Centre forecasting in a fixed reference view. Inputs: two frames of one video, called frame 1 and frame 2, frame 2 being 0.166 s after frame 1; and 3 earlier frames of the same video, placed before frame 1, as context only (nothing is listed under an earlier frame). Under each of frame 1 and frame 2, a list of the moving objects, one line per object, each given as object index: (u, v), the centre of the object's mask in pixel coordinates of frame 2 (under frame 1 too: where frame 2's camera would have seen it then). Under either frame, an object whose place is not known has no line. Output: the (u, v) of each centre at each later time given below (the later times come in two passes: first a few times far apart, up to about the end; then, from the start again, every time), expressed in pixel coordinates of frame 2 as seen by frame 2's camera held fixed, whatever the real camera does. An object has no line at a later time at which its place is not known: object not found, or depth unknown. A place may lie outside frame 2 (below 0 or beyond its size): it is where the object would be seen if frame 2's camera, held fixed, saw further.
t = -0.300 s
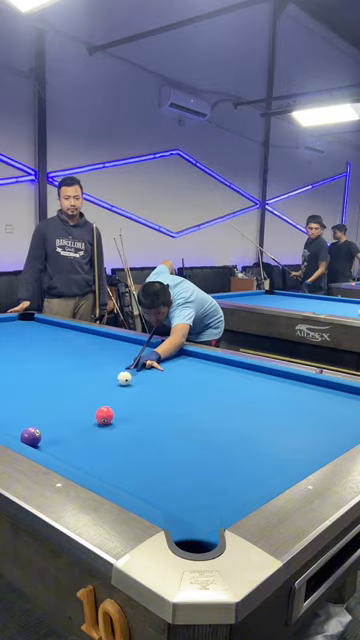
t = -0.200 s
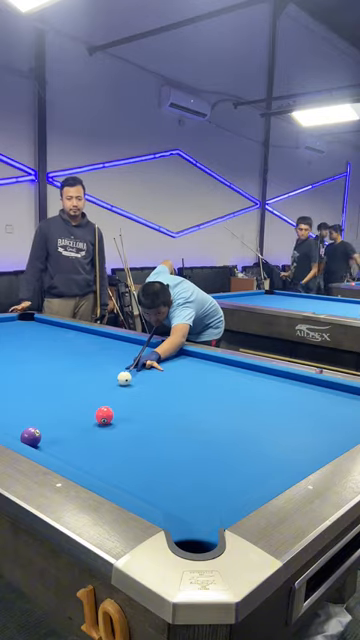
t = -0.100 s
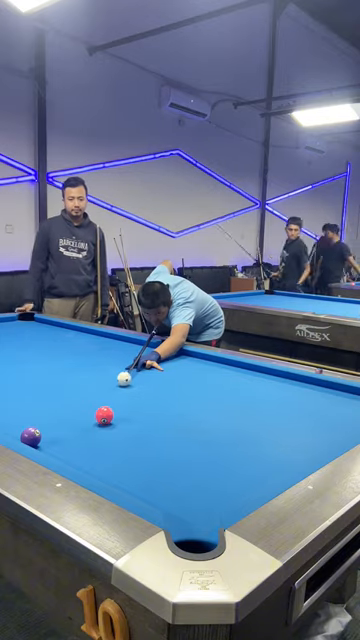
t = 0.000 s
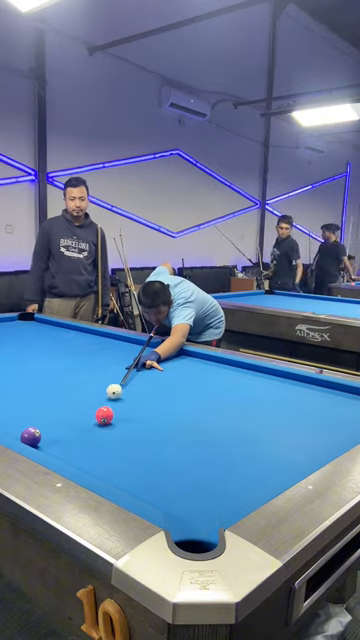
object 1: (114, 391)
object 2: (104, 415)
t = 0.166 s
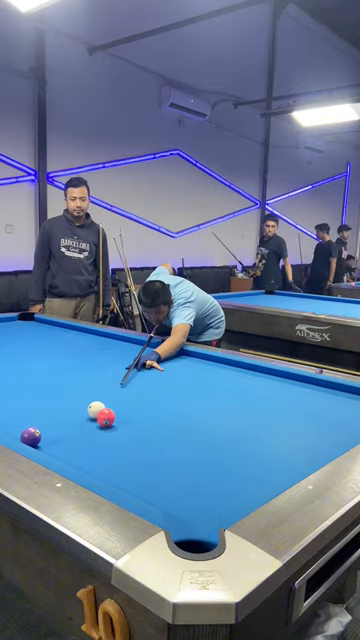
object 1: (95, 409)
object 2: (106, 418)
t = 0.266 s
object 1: (81, 412)
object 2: (112, 427)
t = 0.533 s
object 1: (41, 418)
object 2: (130, 451)
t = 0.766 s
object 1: (7, 424)
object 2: (148, 476)
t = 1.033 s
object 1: (6, 419)
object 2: (173, 511)
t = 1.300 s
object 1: (14, 412)
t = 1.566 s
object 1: (23, 405)
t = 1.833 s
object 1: (31, 400)
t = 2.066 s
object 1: (37, 396)
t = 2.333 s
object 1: (42, 391)
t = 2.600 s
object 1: (47, 388)
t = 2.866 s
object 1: (51, 385)
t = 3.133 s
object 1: (54, 383)
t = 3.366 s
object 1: (55, 382)
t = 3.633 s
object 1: (57, 380)
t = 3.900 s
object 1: (59, 380)
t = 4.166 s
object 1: (59, 379)
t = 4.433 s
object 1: (59, 379)
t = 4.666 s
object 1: (59, 379)
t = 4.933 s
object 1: (59, 379)
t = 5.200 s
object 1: (59, 379)
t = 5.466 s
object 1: (59, 380)
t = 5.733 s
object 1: (59, 380)
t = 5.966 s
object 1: (59, 380)
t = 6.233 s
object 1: (59, 379)
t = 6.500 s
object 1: (59, 379)
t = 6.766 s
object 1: (59, 379)
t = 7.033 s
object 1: (59, 379)
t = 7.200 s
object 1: (59, 379)
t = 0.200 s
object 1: (91, 411)
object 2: (108, 421)
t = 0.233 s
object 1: (86, 411)
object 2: (110, 424)
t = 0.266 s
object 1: (81, 412)
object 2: (112, 427)
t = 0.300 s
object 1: (76, 413)
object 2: (114, 430)
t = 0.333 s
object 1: (71, 414)
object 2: (117, 433)
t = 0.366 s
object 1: (66, 415)
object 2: (118, 435)
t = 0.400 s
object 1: (61, 415)
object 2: (121, 438)
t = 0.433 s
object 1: (56, 416)
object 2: (123, 441)
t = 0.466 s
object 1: (51, 417)
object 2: (125, 444)
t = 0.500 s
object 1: (46, 418)
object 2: (127, 447)
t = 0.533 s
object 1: (41, 418)
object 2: (130, 451)
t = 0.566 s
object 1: (36, 419)
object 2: (132, 454)
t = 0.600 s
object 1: (31, 419)
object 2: (135, 457)
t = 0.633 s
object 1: (25, 420)
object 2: (137, 461)
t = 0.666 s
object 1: (20, 421)
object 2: (140, 465)
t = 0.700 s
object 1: (15, 423)
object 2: (142, 468)
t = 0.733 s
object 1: (10, 424)
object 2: (145, 472)
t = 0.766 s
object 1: (7, 424)
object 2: (148, 476)
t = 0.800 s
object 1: (4, 424)
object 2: (150, 480)
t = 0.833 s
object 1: (2, 425)
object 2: (153, 484)
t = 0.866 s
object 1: (2, 423)
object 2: (156, 488)
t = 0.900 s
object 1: (3, 423)
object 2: (159, 492)
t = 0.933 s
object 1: (4, 422)
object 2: (163, 497)
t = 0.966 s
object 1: (5, 421)
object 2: (166, 501)
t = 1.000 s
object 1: (5, 420)
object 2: (169, 505)
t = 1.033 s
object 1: (6, 419)
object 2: (173, 511)
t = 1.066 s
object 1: (7, 418)
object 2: (176, 515)
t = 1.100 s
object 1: (7, 417)
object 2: (179, 521)
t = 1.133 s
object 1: (8, 417)
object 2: (183, 527)
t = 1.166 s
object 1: (9, 415)
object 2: (186, 534)
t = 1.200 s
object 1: (11, 414)
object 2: (191, 545)
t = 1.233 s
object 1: (12, 414)
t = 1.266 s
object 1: (13, 412)
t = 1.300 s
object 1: (14, 412)
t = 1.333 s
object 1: (16, 411)
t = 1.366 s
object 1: (17, 410)
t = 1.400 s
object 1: (18, 409)
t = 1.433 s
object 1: (19, 408)
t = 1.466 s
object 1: (20, 408)
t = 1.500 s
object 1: (21, 407)
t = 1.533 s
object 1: (22, 406)
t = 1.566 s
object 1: (23, 405)
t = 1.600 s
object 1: (25, 404)
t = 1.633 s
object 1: (26, 404)
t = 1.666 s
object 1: (27, 403)
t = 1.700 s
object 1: (27, 402)
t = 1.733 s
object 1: (28, 402)
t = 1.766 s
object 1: (29, 401)
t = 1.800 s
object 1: (30, 400)
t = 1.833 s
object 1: (31, 400)
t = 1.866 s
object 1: (32, 399)
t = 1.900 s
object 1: (33, 398)
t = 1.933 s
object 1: (33, 398)
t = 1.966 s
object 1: (34, 397)
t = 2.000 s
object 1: (35, 397)
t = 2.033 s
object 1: (36, 396)
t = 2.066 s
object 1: (37, 396)
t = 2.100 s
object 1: (37, 395)
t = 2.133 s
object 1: (38, 394)
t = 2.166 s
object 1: (39, 394)
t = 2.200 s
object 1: (39, 393)
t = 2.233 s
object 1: (40, 393)
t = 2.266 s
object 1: (41, 392)
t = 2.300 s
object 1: (42, 392)
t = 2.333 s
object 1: (42, 391)
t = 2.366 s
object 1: (43, 391)
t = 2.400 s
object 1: (43, 391)
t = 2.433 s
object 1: (44, 390)
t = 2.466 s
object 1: (45, 390)
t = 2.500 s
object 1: (45, 390)
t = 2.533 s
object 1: (46, 389)
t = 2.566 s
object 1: (46, 389)
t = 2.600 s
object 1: (47, 388)
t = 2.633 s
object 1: (48, 388)
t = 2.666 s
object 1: (48, 388)
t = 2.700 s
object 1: (49, 387)
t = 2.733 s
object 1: (49, 387)
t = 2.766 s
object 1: (50, 386)
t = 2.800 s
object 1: (50, 386)
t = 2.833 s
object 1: (51, 386)
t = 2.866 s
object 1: (51, 385)
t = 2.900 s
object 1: (51, 385)
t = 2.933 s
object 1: (52, 385)
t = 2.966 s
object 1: (52, 385)
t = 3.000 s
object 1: (52, 384)
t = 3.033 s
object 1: (53, 384)
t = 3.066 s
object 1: (53, 384)
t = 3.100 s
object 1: (53, 384)
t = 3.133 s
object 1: (54, 383)
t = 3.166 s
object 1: (54, 383)
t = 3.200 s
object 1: (54, 383)
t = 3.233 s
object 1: (54, 383)
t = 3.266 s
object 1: (55, 382)
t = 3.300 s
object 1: (55, 382)
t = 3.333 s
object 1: (55, 382)
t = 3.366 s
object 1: (55, 382)
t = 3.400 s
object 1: (56, 381)
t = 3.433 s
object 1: (56, 381)
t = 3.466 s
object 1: (56, 381)
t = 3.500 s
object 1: (56, 381)
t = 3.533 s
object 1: (56, 381)
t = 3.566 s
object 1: (57, 381)
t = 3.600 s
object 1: (57, 381)
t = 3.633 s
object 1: (57, 380)
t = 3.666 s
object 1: (58, 380)
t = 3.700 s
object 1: (58, 380)
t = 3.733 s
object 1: (58, 380)
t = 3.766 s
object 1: (58, 380)
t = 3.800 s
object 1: (58, 380)
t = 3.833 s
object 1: (58, 380)
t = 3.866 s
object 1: (58, 380)
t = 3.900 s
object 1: (59, 380)
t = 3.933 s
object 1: (59, 380)
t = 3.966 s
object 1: (59, 379)
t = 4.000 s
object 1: (59, 379)
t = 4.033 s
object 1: (59, 379)
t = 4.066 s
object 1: (59, 379)
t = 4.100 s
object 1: (59, 379)
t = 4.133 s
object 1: (59, 379)
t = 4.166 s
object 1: (59, 379)
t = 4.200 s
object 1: (59, 379)
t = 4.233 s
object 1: (59, 379)
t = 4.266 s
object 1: (59, 379)
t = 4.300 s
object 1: (59, 379)
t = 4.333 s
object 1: (59, 379)
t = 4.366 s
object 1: (59, 379)
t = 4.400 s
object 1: (59, 379)
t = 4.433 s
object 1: (59, 379)
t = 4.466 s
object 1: (59, 379)
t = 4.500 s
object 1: (59, 379)
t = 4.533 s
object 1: (59, 379)
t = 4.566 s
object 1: (59, 379)
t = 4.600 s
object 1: (59, 379)
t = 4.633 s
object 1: (59, 379)
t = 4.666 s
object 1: (59, 379)
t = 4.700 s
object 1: (59, 380)
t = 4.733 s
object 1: (59, 379)
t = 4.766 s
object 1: (59, 379)
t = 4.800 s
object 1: (59, 379)
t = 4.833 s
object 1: (59, 379)
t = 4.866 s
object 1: (59, 380)
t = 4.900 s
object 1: (59, 379)
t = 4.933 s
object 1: (59, 379)
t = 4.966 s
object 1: (59, 379)
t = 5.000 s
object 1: (59, 380)
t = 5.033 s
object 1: (59, 380)
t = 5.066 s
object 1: (59, 379)
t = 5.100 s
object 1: (59, 379)
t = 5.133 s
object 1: (59, 380)
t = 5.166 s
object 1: (59, 380)
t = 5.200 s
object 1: (59, 379)
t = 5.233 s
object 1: (59, 380)
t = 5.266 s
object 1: (59, 380)
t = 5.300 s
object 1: (59, 379)
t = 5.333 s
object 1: (59, 379)
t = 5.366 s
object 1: (59, 380)
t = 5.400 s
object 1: (59, 380)
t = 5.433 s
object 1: (59, 379)
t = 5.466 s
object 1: (59, 380)
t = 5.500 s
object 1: (59, 380)
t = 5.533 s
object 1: (59, 379)
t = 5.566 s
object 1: (59, 379)
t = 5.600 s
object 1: (59, 379)
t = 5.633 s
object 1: (59, 379)
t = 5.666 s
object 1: (59, 380)
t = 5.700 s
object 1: (59, 379)
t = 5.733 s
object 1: (59, 380)
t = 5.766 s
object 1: (59, 380)
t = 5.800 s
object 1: (59, 380)
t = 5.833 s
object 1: (59, 380)
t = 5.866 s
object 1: (59, 380)
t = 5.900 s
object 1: (59, 379)
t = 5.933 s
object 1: (59, 379)
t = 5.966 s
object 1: (59, 380)
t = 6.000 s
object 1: (59, 380)
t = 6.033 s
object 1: (59, 380)
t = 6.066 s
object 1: (59, 380)
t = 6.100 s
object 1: (59, 380)
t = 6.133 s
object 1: (59, 380)
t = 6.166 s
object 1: (59, 380)
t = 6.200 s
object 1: (59, 379)
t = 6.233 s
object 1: (59, 379)
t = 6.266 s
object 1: (59, 379)
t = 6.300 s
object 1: (59, 379)
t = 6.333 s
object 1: (59, 379)
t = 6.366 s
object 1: (59, 379)
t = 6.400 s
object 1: (59, 379)
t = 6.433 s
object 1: (59, 380)
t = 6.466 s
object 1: (59, 379)
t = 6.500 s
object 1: (59, 379)
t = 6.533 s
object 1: (59, 379)
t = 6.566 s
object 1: (59, 379)
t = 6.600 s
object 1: (59, 380)
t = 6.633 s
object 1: (59, 380)
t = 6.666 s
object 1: (59, 379)
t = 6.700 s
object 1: (59, 379)
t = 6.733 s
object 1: (59, 379)
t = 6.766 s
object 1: (59, 379)
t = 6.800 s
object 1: (59, 379)
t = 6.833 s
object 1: (59, 380)
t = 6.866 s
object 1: (59, 380)
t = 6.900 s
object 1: (59, 380)
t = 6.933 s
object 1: (59, 380)
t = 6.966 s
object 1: (59, 379)
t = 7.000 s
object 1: (59, 379)
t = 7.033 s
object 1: (59, 379)
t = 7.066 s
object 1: (59, 379)
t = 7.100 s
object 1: (59, 379)
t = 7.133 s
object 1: (59, 380)
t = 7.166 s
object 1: (59, 379)
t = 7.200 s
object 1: (59, 379)
